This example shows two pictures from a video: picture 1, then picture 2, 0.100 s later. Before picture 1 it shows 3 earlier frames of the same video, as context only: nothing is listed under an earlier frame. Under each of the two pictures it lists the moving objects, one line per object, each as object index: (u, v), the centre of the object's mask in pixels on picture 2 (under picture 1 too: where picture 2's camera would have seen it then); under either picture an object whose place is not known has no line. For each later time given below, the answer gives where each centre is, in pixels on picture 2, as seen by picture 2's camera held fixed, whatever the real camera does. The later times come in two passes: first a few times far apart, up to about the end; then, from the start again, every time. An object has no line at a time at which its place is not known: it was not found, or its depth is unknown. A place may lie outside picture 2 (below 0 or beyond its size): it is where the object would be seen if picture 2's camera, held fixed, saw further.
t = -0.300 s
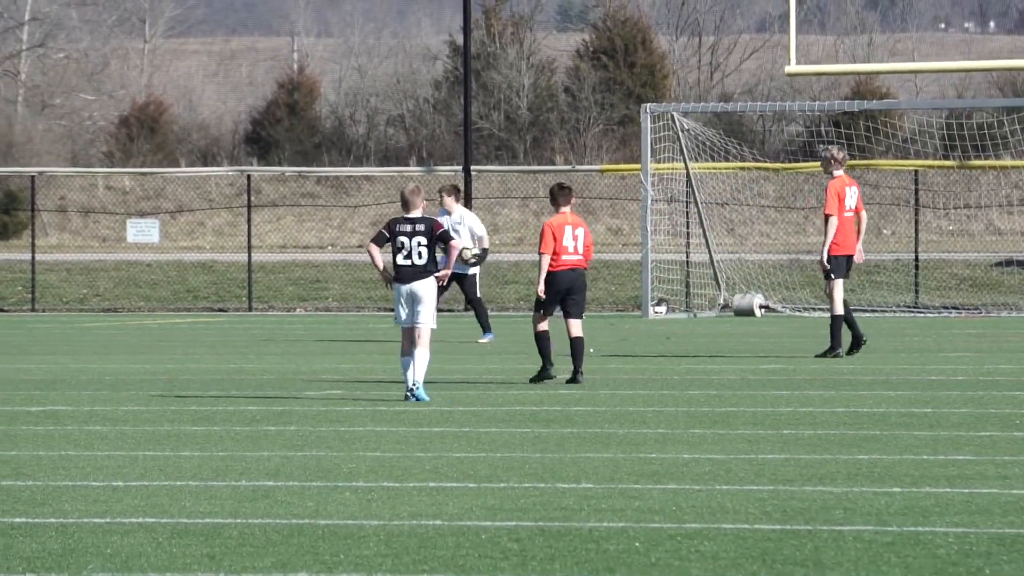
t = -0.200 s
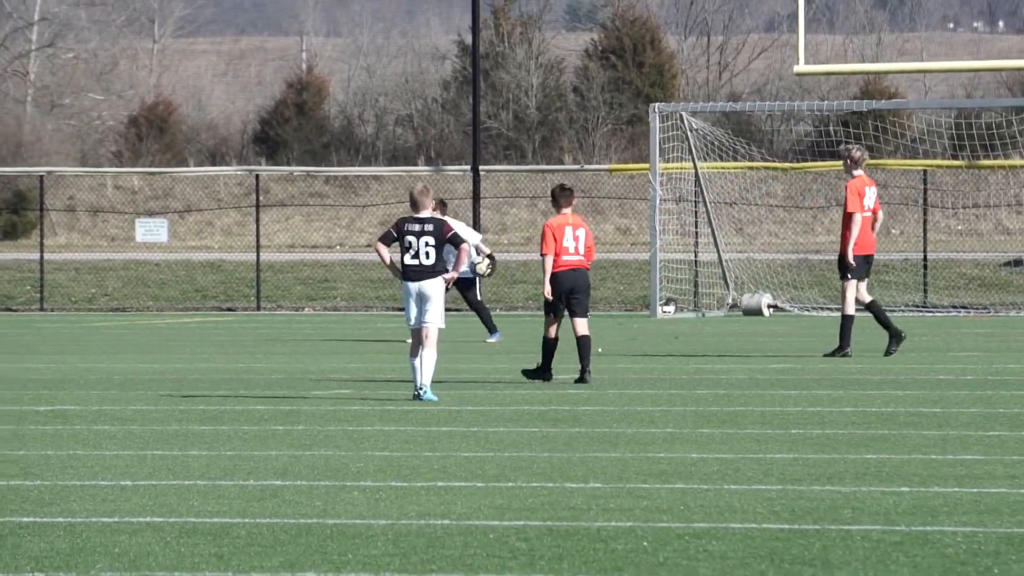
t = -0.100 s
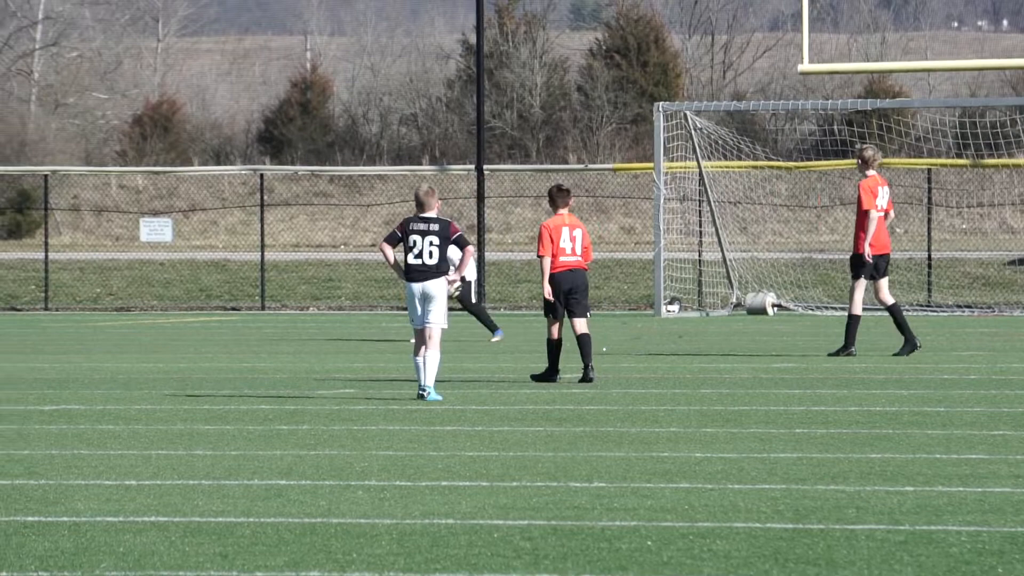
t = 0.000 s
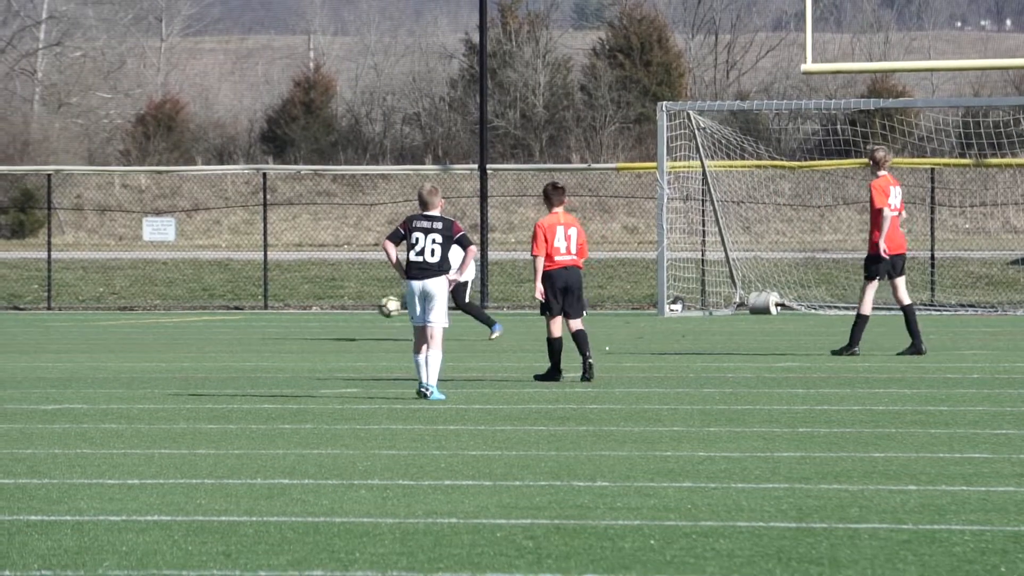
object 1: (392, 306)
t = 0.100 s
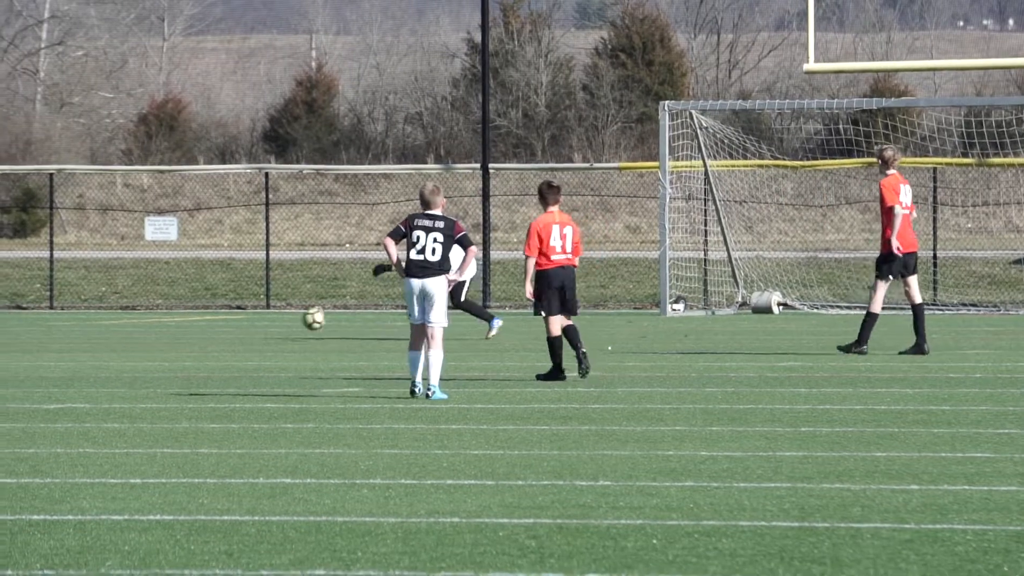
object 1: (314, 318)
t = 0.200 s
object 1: (243, 327)
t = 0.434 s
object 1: (104, 325)
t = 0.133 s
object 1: (289, 325)
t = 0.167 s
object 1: (262, 332)
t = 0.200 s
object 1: (243, 327)
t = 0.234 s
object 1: (222, 324)
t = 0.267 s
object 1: (203, 321)
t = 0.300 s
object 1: (183, 320)
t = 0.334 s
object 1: (163, 319)
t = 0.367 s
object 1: (143, 320)
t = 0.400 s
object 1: (125, 323)
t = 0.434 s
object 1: (104, 325)
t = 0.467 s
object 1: (82, 329)
